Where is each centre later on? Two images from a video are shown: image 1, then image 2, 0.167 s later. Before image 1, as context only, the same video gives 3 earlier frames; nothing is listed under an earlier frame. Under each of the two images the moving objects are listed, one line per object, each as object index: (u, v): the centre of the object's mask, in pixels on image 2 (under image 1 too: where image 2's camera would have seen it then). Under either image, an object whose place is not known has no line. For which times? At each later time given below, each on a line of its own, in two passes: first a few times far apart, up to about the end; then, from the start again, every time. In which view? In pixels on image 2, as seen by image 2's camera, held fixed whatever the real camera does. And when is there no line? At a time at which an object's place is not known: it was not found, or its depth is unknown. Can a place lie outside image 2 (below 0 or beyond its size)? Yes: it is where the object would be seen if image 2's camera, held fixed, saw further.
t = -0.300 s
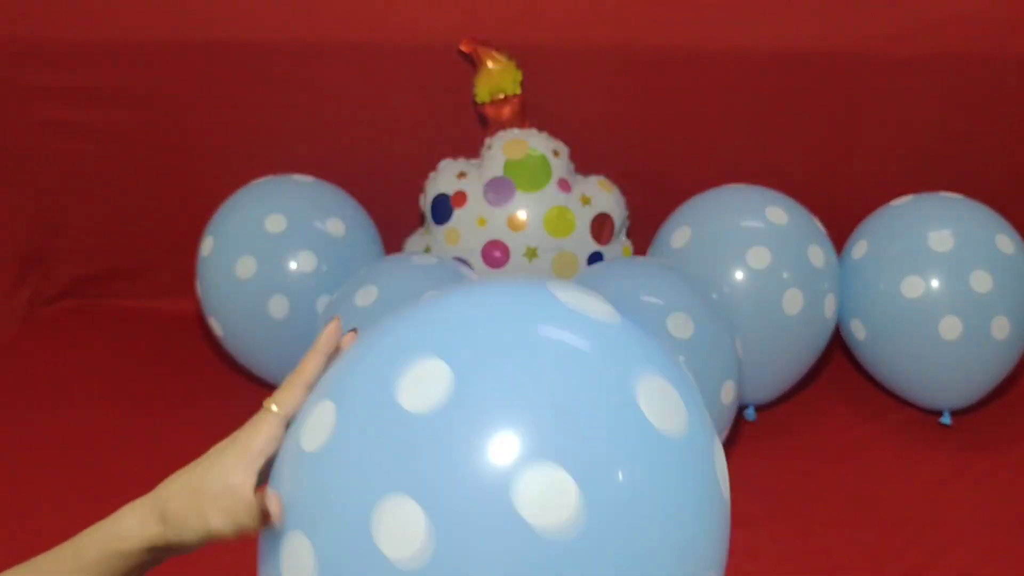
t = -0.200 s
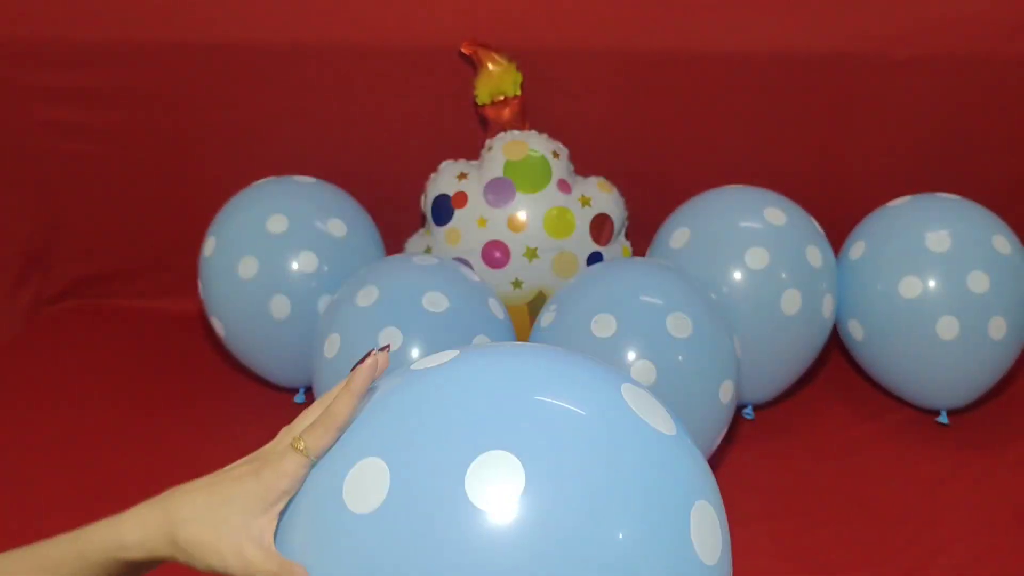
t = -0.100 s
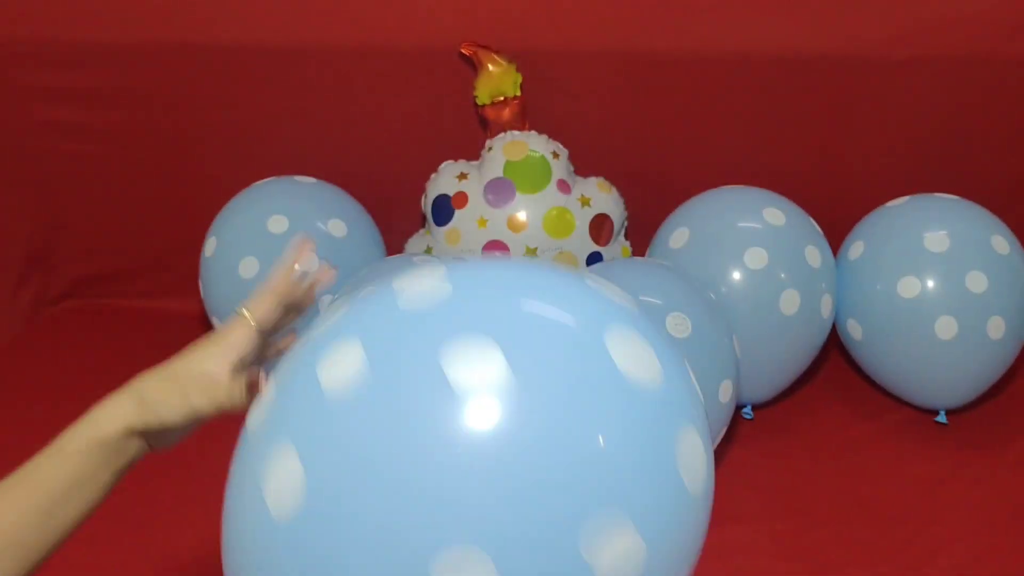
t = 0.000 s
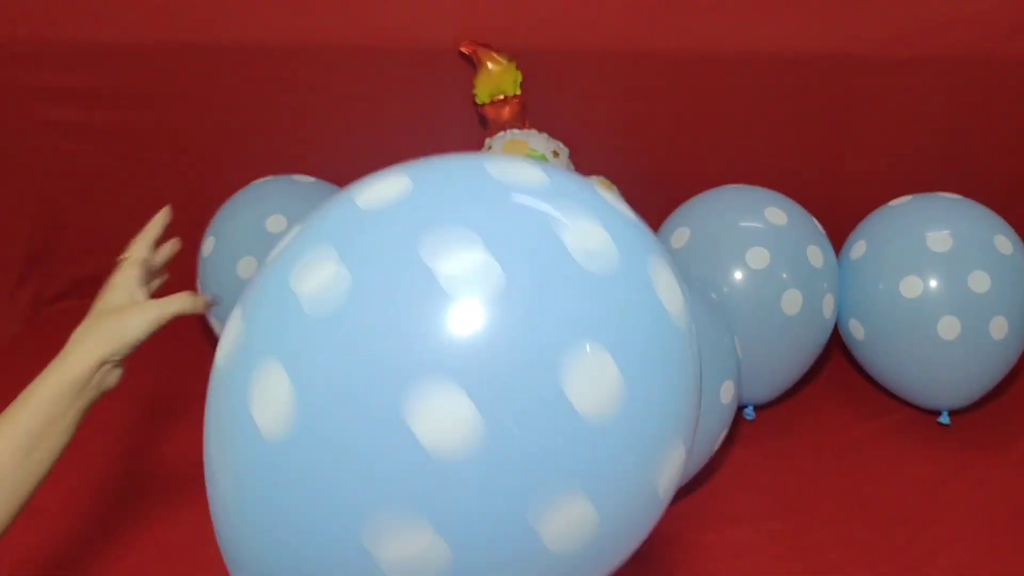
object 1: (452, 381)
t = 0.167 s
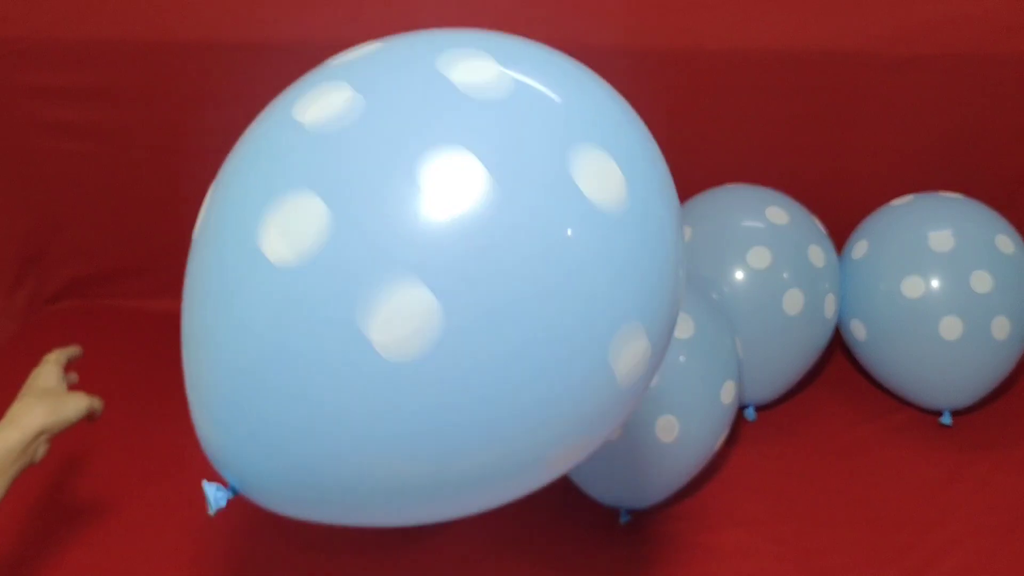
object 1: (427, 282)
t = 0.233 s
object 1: (422, 248)
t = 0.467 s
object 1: (409, 209)
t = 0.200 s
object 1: (424, 264)
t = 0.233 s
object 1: (422, 248)
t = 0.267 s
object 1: (420, 235)
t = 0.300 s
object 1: (419, 228)
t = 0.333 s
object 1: (416, 221)
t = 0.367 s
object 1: (415, 216)
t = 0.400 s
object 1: (413, 212)
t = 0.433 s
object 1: (411, 209)
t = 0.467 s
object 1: (409, 209)
